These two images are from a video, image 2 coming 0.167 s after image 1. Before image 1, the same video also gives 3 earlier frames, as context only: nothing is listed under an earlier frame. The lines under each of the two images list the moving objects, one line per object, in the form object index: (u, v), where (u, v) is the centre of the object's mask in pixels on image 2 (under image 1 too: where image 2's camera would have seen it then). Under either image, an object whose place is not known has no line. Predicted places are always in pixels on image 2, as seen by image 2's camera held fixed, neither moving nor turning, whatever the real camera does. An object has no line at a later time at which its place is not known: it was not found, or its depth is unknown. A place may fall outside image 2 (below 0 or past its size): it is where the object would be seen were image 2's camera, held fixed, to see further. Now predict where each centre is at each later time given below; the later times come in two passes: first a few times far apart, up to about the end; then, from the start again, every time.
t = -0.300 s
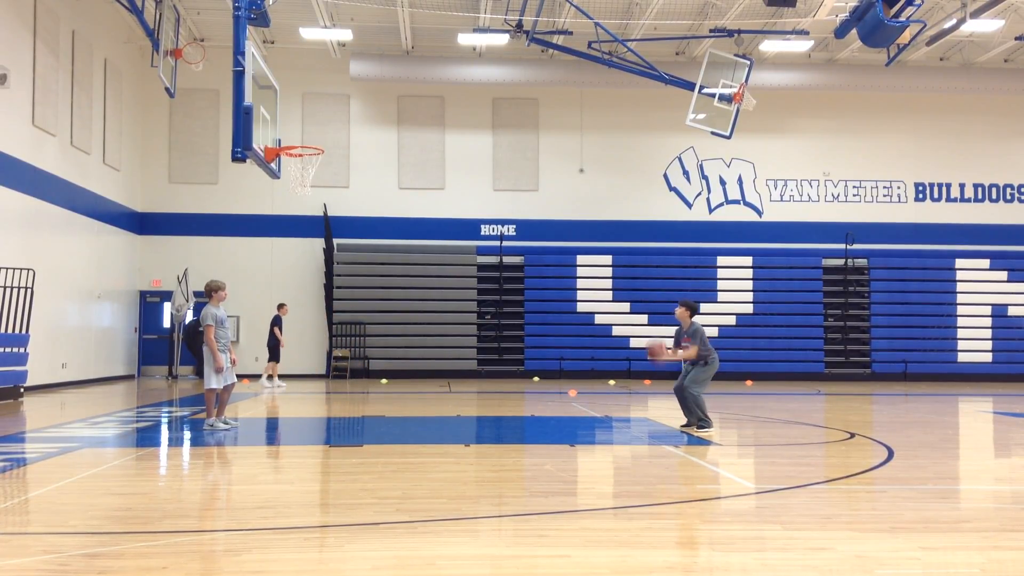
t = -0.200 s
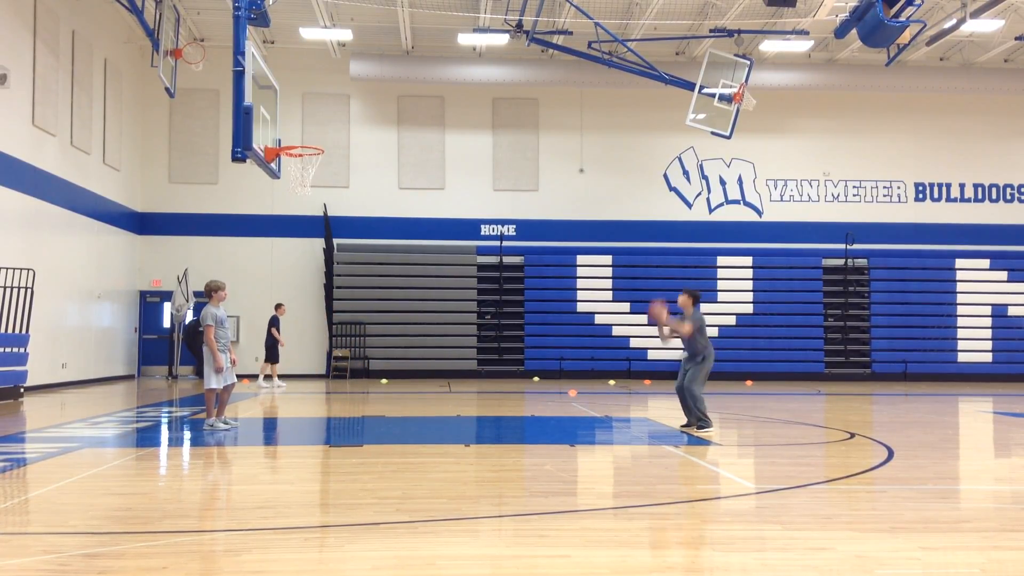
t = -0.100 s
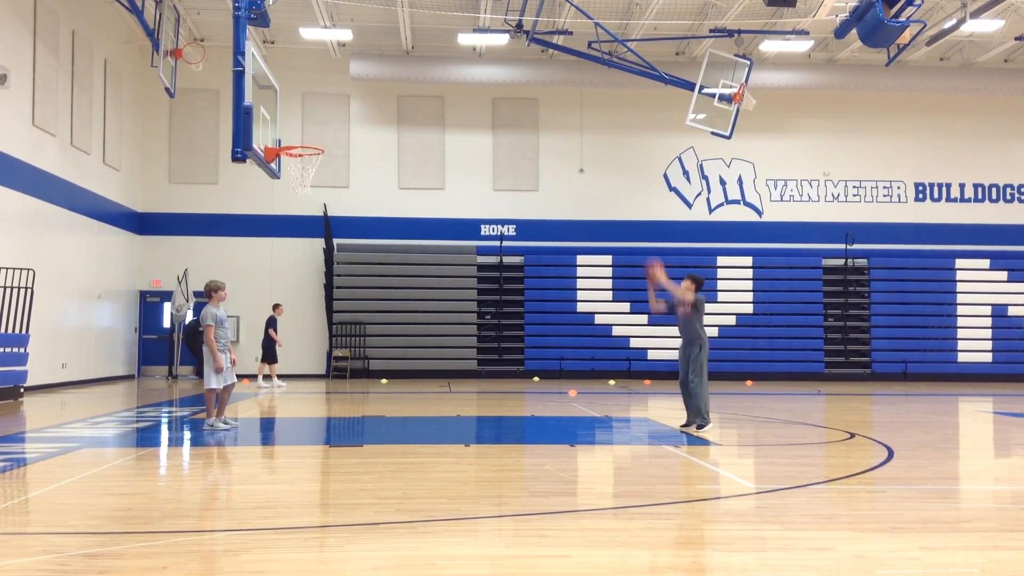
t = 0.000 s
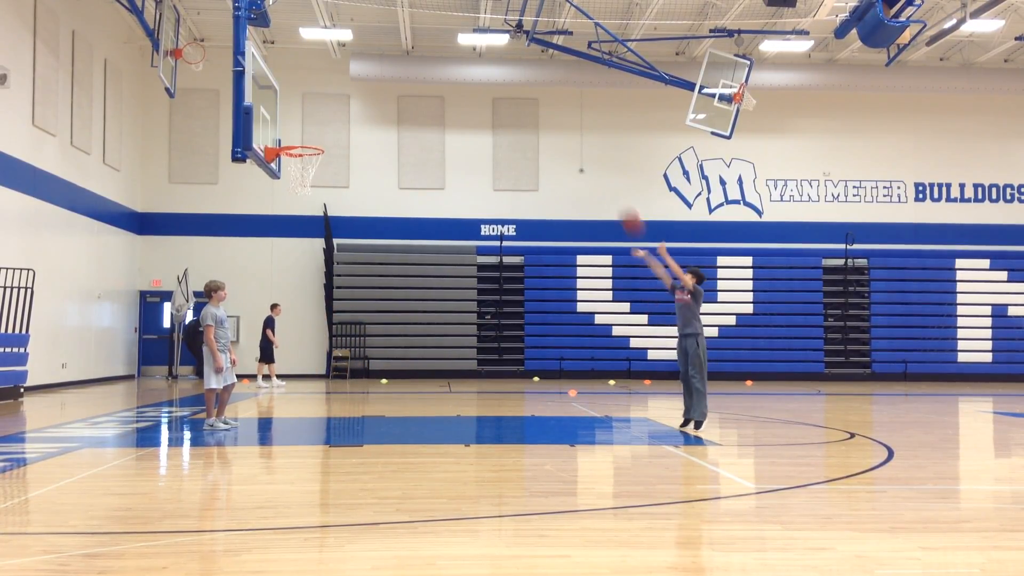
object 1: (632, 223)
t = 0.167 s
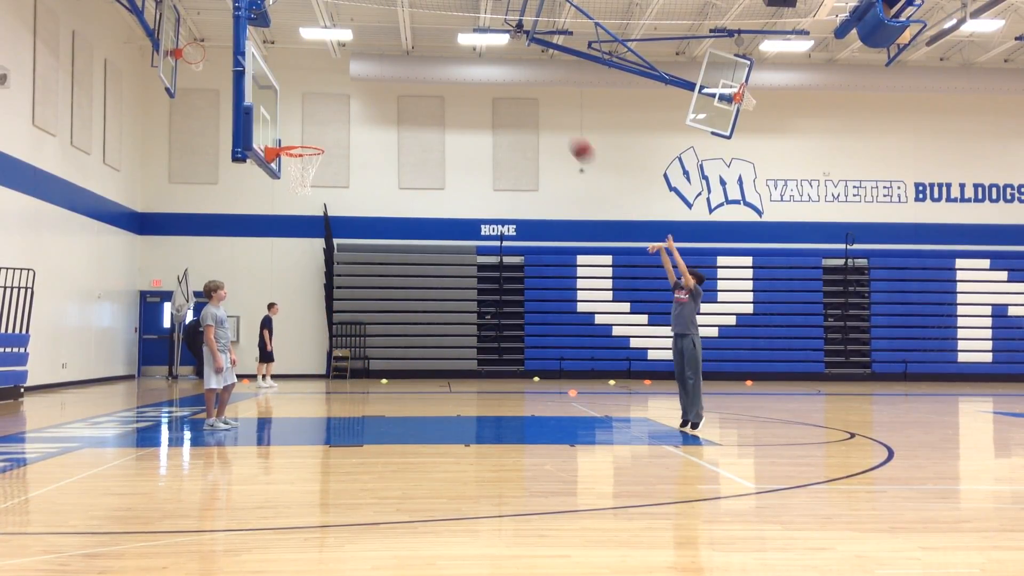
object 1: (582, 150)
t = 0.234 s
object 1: (562, 128)
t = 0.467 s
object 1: (493, 80)
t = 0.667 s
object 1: (434, 75)
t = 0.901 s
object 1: (365, 113)
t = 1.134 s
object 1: (379, 160)
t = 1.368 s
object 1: (468, 218)
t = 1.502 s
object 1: (517, 273)
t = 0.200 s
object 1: (572, 139)
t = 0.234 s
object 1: (562, 128)
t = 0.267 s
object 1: (552, 118)
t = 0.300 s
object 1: (542, 109)
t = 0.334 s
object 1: (533, 102)
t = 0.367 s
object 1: (523, 95)
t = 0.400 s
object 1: (513, 88)
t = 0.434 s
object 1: (503, 83)
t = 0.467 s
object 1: (493, 80)
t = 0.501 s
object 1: (483, 76)
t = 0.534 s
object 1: (473, 74)
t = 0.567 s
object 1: (463, 72)
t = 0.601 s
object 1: (454, 72)
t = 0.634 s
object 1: (443, 73)
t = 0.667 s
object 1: (434, 75)
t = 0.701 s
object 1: (424, 78)
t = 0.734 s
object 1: (414, 81)
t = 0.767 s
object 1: (404, 85)
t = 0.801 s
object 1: (394, 90)
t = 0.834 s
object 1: (384, 97)
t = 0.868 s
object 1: (374, 105)
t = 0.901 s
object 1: (365, 113)
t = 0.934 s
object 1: (355, 123)
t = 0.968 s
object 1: (344, 132)
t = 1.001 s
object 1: (334, 146)
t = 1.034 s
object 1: (341, 149)
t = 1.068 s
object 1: (353, 152)
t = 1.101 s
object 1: (366, 155)
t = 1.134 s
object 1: (379, 160)
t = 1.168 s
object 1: (392, 166)
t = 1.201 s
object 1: (405, 172)
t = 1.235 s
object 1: (417, 179)
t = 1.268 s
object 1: (430, 187)
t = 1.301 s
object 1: (443, 197)
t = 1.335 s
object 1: (454, 206)
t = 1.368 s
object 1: (468, 218)
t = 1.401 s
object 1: (480, 229)
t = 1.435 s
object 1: (494, 245)
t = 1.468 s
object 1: (507, 260)
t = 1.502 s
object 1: (517, 273)
